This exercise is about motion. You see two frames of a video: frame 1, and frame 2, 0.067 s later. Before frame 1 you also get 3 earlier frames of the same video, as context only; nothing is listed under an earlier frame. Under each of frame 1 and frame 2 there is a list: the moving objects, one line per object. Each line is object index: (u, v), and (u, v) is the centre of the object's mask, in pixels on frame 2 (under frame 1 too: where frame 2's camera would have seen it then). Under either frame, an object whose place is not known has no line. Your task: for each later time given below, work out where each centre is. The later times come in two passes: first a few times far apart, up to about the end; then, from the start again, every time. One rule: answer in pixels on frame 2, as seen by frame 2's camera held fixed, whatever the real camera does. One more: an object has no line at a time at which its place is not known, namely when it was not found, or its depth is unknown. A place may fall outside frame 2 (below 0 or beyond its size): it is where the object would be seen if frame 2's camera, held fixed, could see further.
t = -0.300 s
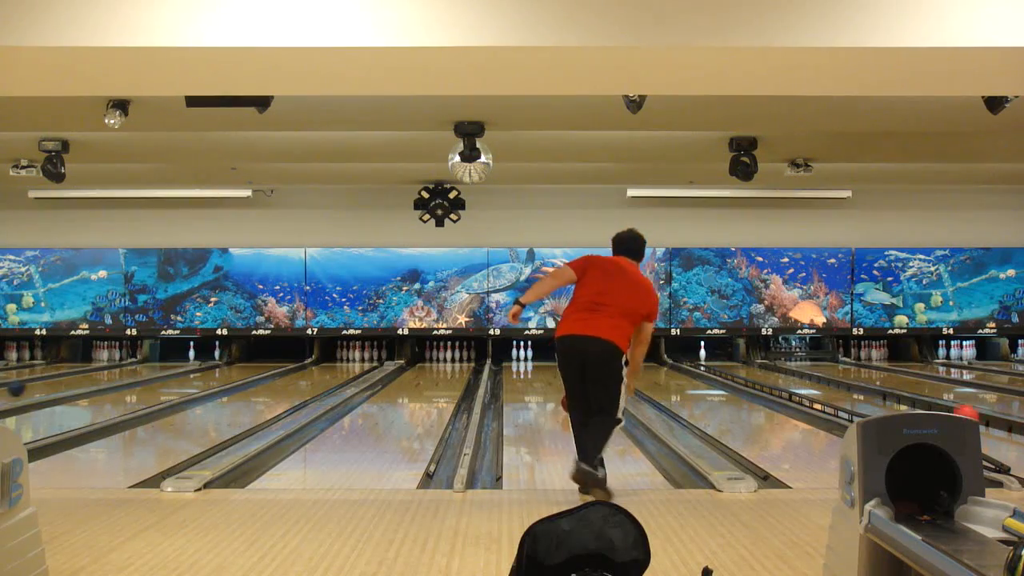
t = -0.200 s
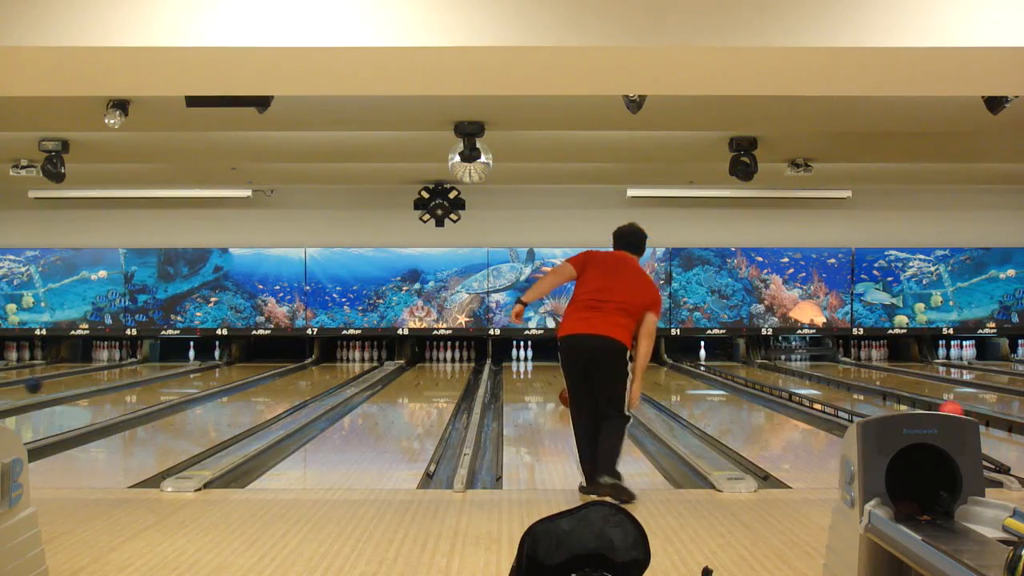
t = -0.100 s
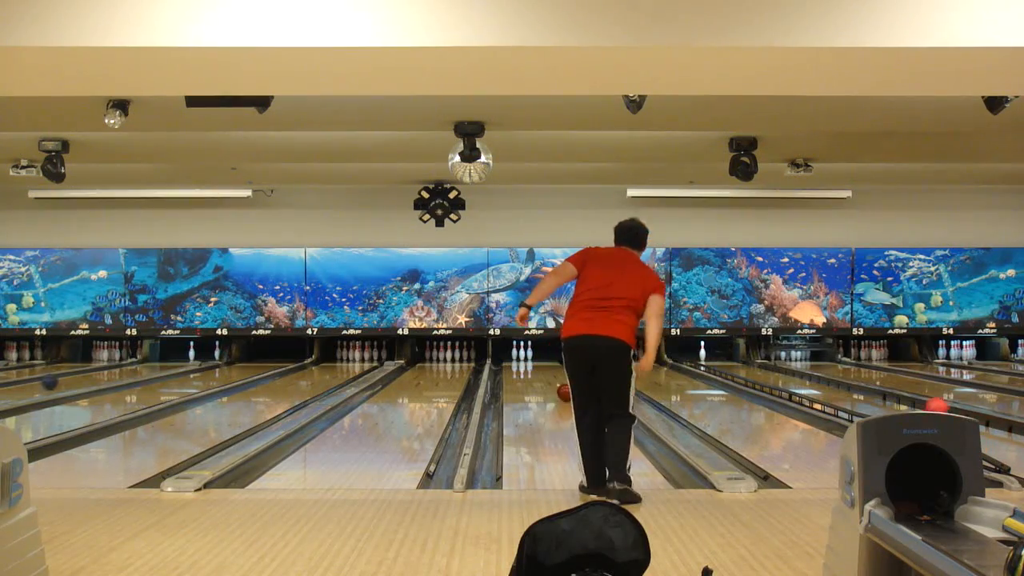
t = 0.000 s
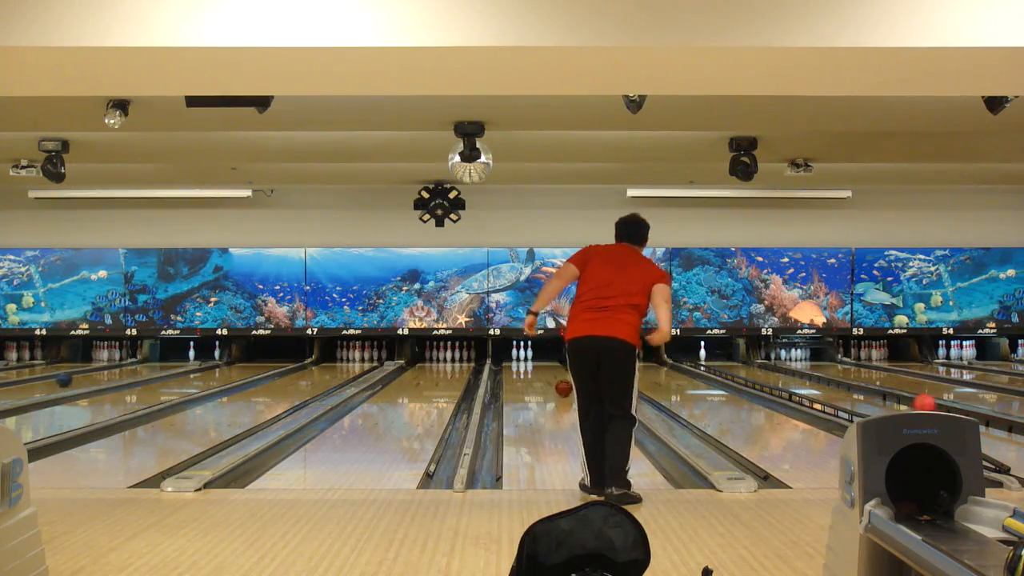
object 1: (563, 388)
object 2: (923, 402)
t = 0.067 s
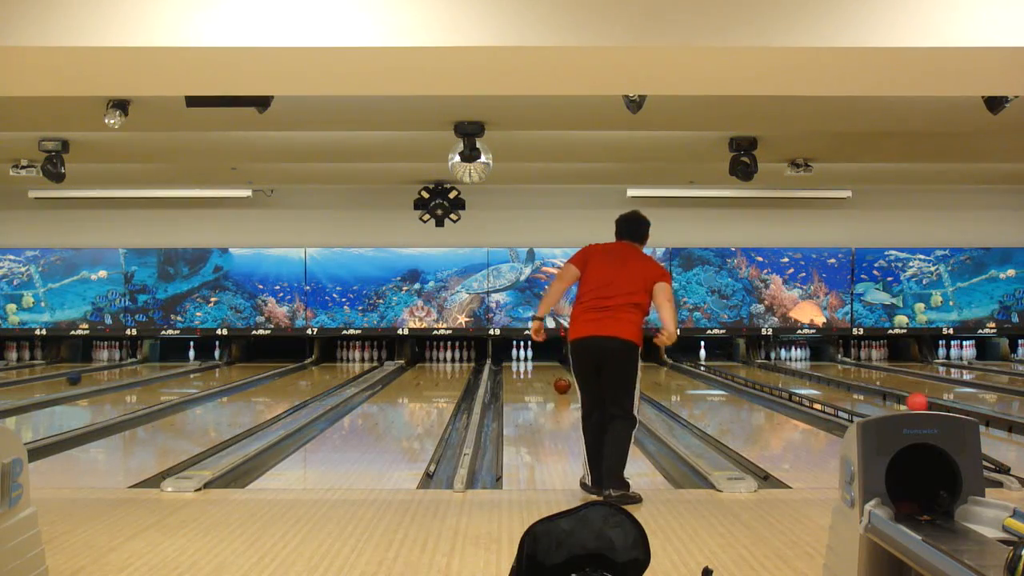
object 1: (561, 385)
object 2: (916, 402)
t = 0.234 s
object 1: (558, 379)
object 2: (899, 397)
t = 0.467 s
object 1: (553, 372)
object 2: (876, 391)
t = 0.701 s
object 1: (549, 366)
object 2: (851, 386)
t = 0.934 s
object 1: (542, 362)
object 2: (830, 382)
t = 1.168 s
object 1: (535, 358)
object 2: (812, 378)
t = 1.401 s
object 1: (527, 355)
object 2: (797, 375)
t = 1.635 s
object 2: (785, 371)
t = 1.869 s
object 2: (775, 369)
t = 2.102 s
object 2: (764, 366)
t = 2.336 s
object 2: (755, 364)
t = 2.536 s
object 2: (748, 363)
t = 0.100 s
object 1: (561, 384)
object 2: (913, 401)
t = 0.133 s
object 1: (560, 383)
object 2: (909, 400)
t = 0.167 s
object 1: (559, 381)
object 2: (905, 399)
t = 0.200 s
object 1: (559, 380)
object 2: (902, 398)
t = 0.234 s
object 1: (558, 379)
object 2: (899, 397)
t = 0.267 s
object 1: (557, 378)
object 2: (896, 396)
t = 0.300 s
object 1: (557, 378)
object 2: (892, 395)
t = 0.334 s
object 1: (556, 377)
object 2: (889, 395)
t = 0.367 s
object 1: (556, 376)
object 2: (886, 393)
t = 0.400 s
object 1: (555, 374)
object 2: (883, 392)
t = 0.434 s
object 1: (554, 373)
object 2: (880, 392)
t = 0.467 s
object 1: (553, 372)
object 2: (876, 391)
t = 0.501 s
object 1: (553, 372)
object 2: (872, 390)
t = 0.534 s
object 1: (552, 371)
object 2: (868, 390)
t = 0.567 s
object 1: (552, 369)
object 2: (865, 389)
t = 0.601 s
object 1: (551, 368)
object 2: (861, 388)
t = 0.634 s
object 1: (550, 368)
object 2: (857, 387)
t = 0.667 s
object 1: (549, 367)
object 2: (854, 387)
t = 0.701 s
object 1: (549, 366)
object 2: (851, 386)
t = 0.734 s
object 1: (548, 366)
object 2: (848, 386)
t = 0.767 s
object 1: (547, 365)
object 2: (845, 385)
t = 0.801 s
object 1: (546, 365)
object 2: (841, 384)
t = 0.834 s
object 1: (546, 364)
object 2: (839, 384)
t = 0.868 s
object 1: (544, 363)
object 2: (835, 383)
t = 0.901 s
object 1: (543, 363)
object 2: (833, 383)
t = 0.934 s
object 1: (542, 362)
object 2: (830, 382)
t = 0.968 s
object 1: (542, 361)
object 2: (827, 381)
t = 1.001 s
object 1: (541, 361)
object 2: (824, 380)
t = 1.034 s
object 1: (540, 360)
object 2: (822, 380)
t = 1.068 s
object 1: (538, 360)
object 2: (819, 380)
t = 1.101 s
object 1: (537, 358)
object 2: (817, 379)
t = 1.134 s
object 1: (536, 358)
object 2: (815, 378)
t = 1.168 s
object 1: (535, 358)
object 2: (812, 378)
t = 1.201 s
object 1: (533, 357)
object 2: (809, 378)
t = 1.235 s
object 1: (532, 357)
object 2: (808, 377)
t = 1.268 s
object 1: (531, 356)
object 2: (806, 377)
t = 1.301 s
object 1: (529, 355)
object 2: (804, 376)
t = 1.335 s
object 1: (528, 355)
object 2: (802, 376)
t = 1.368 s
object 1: (528, 354)
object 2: (799, 375)
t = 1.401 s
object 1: (527, 355)
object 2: (797, 375)
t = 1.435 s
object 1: (527, 355)
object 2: (796, 374)
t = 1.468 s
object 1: (525, 355)
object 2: (794, 374)
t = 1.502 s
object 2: (791, 373)
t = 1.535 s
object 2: (790, 373)
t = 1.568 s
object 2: (788, 372)
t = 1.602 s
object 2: (786, 372)
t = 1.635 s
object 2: (785, 371)
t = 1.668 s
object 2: (783, 371)
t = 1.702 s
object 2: (781, 371)
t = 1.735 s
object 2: (780, 370)
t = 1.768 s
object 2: (779, 370)
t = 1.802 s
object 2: (777, 370)
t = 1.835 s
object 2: (776, 370)
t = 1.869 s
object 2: (775, 369)
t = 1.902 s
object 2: (772, 368)
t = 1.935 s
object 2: (771, 368)
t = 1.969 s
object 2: (770, 368)
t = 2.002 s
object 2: (768, 367)
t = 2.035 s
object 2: (767, 367)
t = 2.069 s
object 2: (766, 367)
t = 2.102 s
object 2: (764, 366)
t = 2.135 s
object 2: (763, 366)
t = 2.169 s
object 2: (762, 366)
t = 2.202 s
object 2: (760, 365)
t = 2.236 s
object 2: (759, 365)
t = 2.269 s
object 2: (757, 365)
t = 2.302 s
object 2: (756, 365)
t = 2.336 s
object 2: (755, 364)
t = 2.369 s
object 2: (754, 364)
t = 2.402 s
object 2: (752, 364)
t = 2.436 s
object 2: (751, 364)
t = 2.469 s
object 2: (750, 363)
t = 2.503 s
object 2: (749, 363)
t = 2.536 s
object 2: (748, 363)
